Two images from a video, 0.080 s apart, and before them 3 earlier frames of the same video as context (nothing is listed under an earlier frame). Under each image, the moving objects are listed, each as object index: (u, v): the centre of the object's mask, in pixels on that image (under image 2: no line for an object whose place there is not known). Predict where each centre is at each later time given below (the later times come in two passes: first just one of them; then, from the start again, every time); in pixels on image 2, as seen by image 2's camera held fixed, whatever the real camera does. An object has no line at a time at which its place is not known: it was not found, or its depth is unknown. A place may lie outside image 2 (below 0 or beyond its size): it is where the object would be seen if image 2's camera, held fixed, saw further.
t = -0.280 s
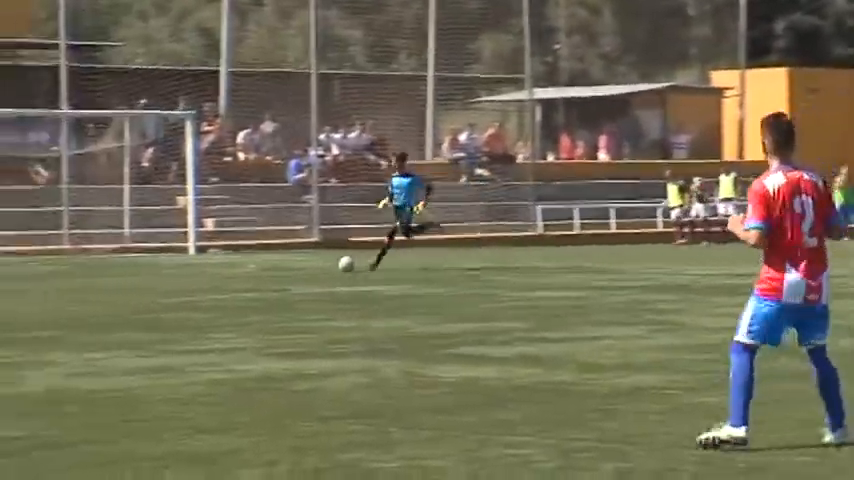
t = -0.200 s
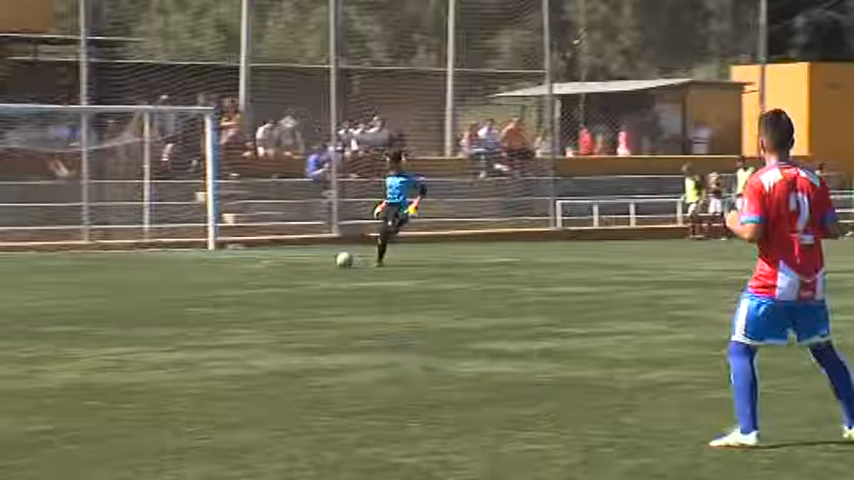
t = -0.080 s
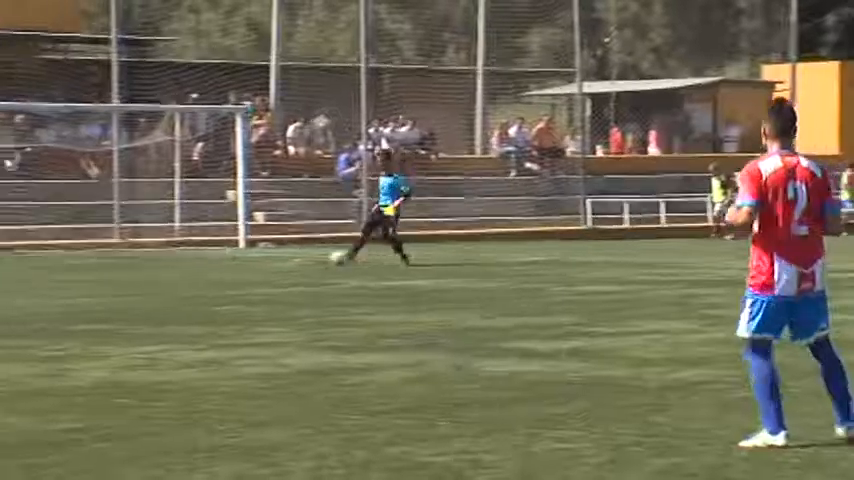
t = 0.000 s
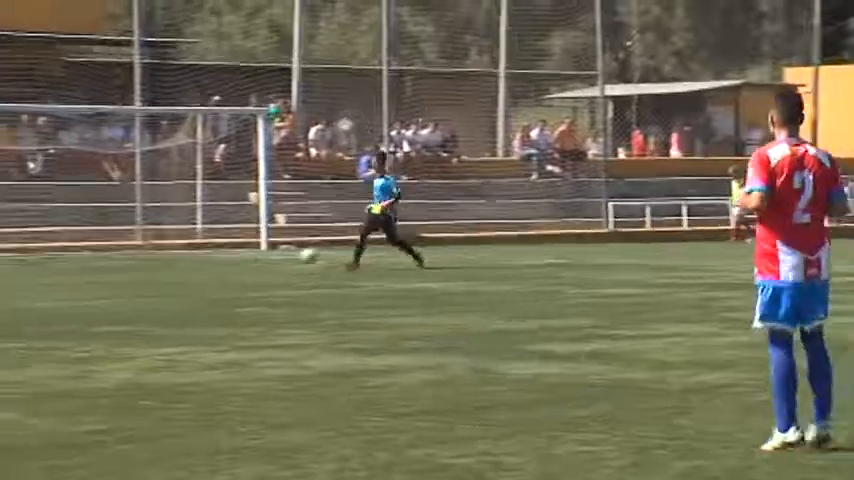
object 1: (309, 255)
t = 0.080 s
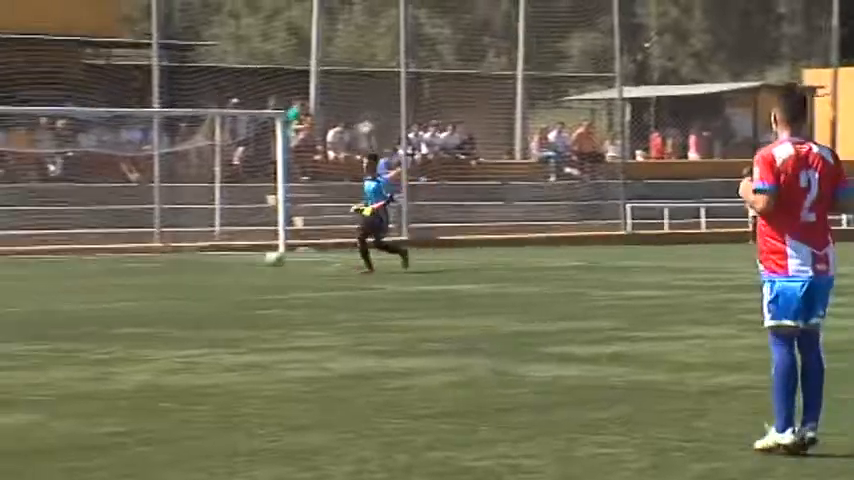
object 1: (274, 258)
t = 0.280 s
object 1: (145, 278)
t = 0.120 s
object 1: (249, 259)
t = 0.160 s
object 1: (221, 264)
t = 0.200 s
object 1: (193, 268)
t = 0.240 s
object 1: (166, 276)
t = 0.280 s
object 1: (145, 278)
